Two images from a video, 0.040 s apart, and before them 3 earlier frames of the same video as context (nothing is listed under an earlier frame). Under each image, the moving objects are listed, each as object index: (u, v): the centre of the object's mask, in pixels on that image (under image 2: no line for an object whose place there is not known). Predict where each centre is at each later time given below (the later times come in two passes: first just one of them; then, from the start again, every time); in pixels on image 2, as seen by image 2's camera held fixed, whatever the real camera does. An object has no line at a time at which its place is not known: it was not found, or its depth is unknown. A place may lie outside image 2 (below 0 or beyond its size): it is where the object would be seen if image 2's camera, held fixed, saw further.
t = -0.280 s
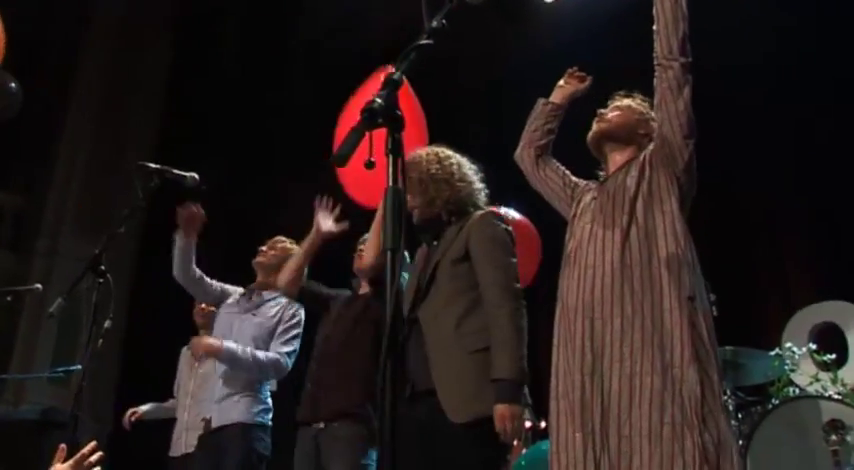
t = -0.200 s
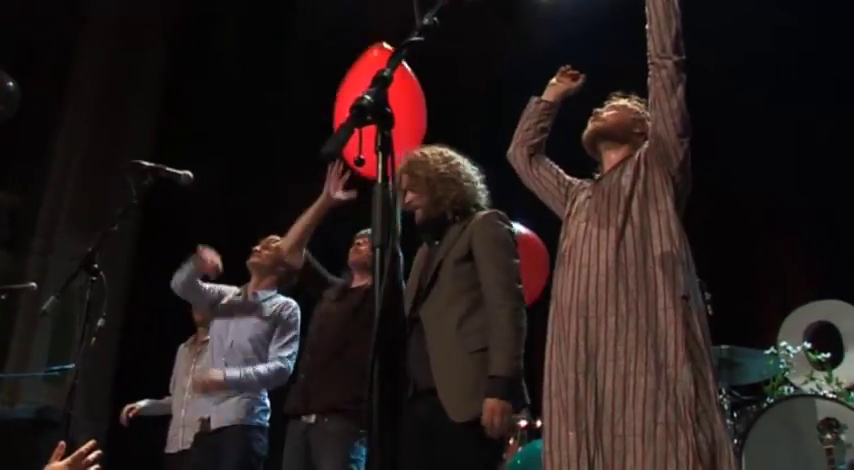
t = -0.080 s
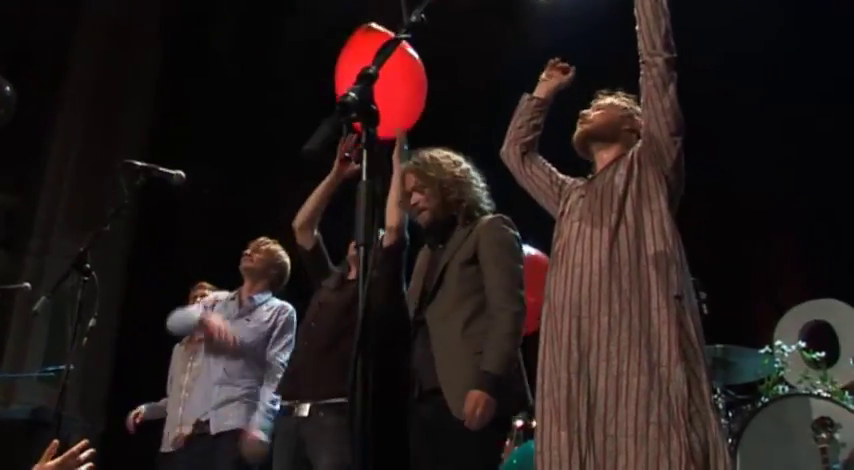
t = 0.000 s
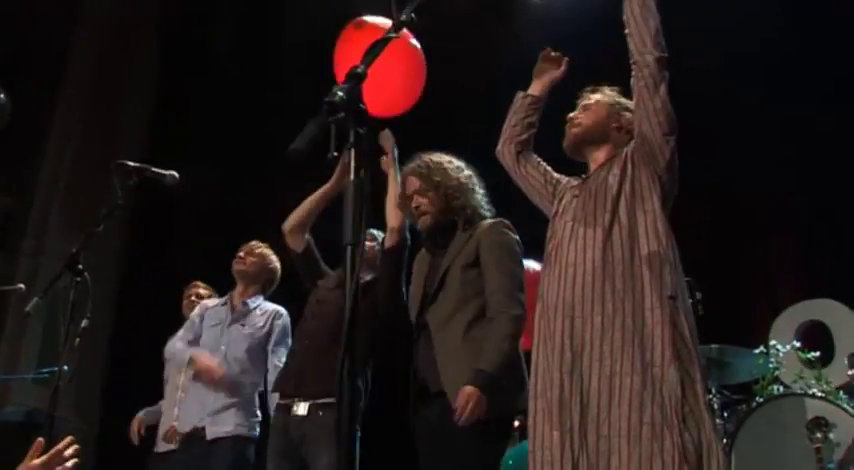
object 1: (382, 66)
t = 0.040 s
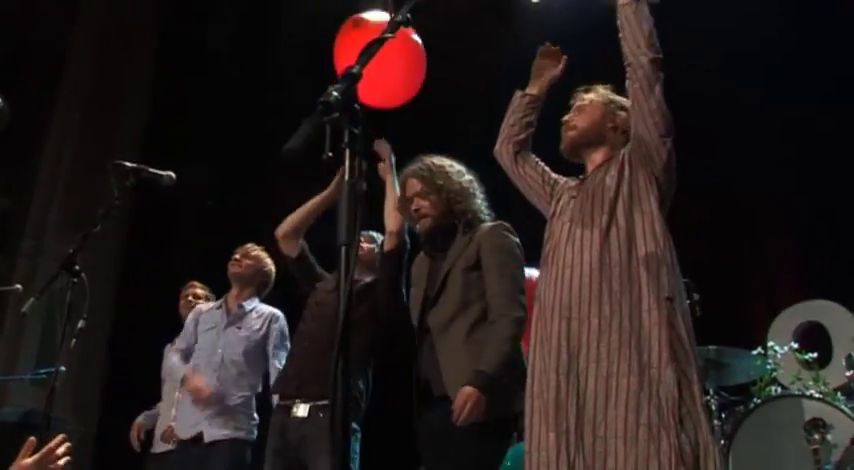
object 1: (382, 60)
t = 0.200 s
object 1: (390, 36)
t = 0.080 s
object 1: (383, 53)
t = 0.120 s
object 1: (385, 46)
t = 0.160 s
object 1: (387, 41)
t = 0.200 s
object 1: (390, 36)
